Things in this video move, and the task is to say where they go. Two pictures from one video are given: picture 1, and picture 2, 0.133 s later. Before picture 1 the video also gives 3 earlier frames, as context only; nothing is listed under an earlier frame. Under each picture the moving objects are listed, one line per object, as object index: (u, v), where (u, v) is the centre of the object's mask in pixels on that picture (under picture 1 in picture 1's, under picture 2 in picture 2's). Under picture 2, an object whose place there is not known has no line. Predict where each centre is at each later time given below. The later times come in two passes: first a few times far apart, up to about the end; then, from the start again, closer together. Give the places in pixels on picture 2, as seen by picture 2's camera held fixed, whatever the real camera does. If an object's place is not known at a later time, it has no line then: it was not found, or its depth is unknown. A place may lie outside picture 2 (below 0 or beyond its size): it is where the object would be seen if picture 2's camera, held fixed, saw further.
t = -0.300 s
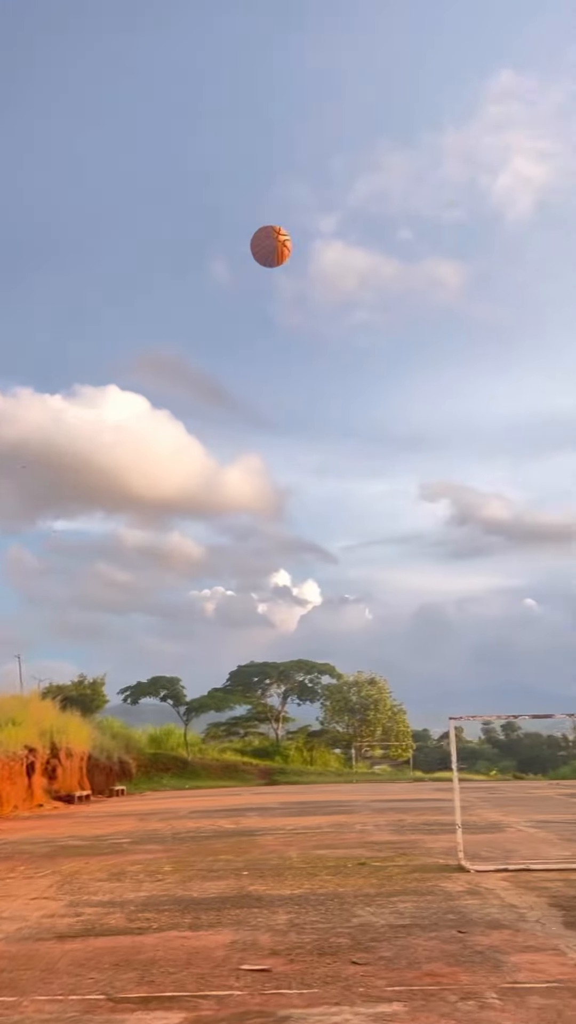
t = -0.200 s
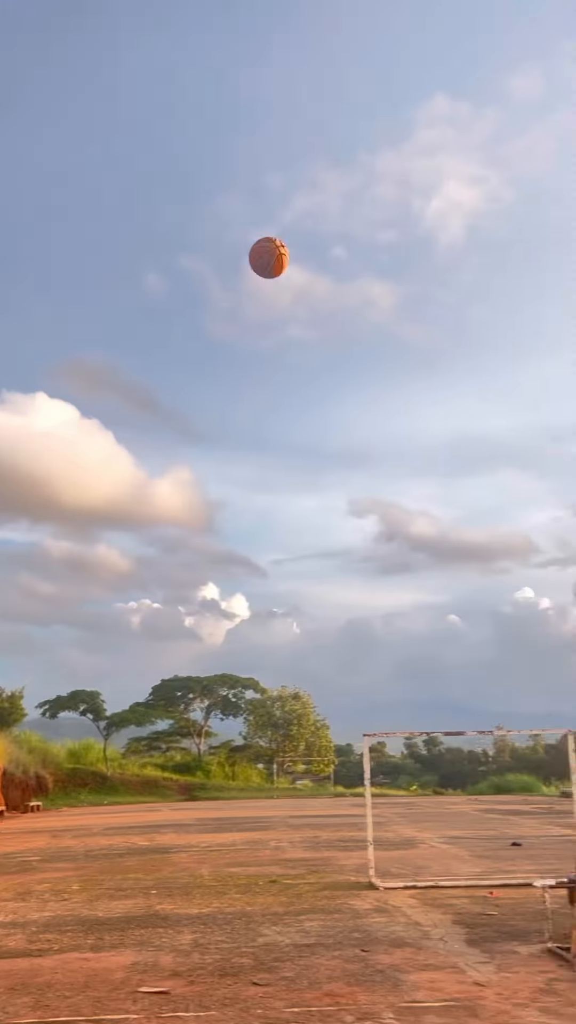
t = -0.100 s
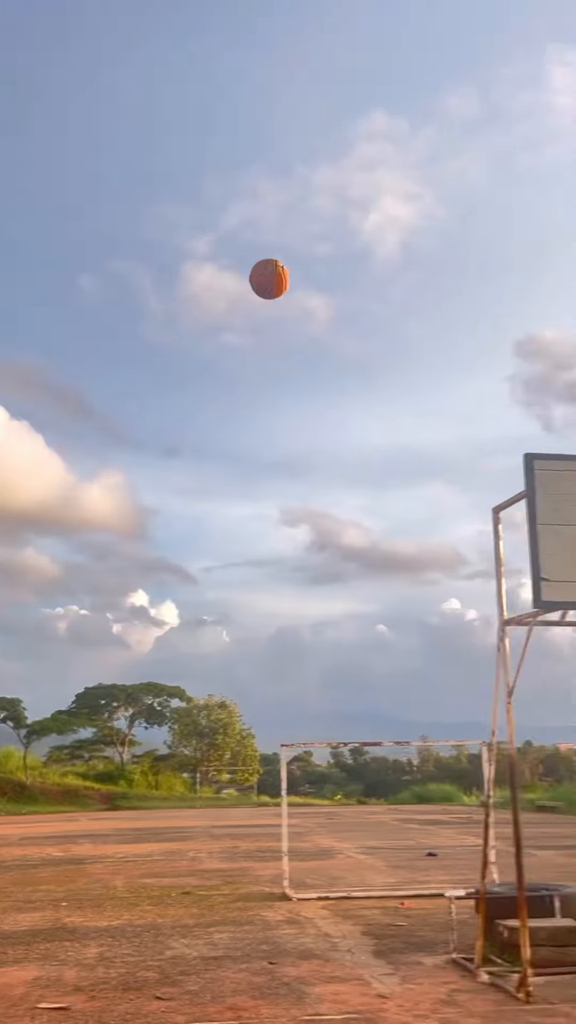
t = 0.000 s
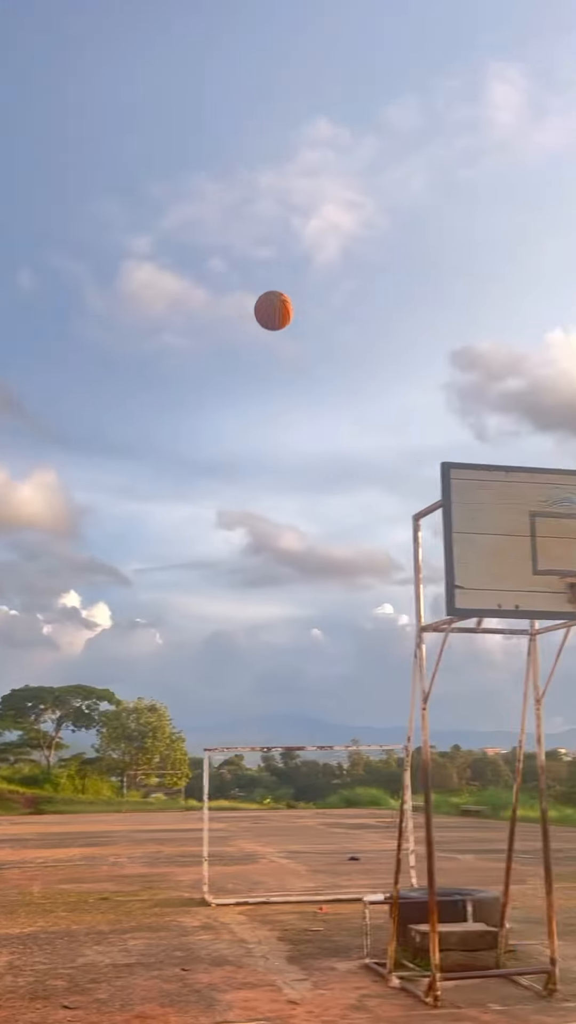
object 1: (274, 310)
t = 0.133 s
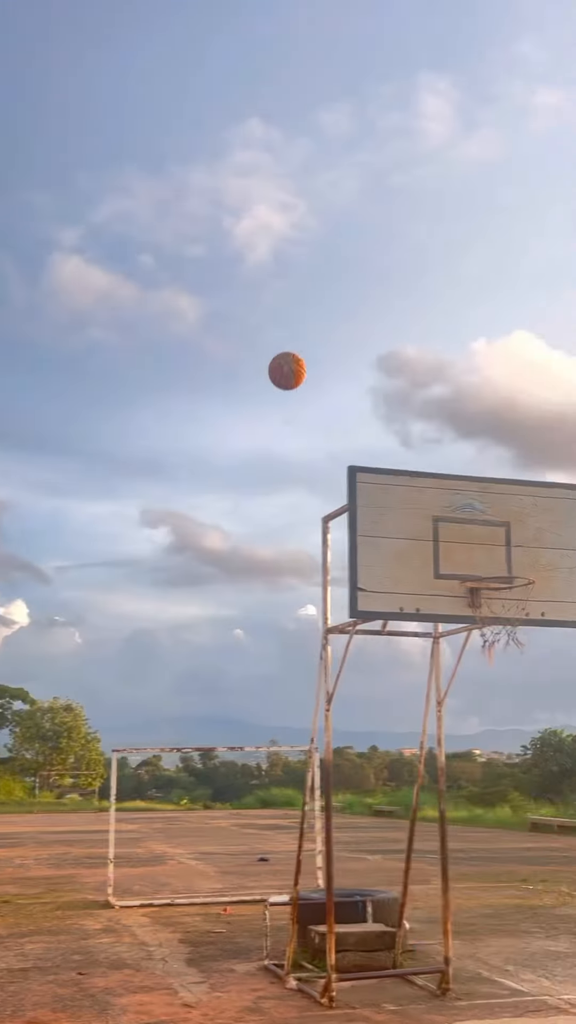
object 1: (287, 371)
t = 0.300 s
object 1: (405, 475)
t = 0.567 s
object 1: (472, 611)
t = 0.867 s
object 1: (452, 697)
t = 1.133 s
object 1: (449, 878)
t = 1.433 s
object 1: (451, 894)
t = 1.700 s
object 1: (453, 766)
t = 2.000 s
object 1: (468, 751)
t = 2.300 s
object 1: (493, 850)
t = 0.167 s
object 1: (310, 389)
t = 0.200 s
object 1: (333, 409)
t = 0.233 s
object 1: (357, 430)
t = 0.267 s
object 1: (381, 452)
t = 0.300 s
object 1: (405, 475)
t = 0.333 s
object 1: (428, 500)
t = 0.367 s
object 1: (452, 527)
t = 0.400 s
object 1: (475, 554)
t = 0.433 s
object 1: (498, 580)
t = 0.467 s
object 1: (491, 587)
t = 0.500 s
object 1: (484, 596)
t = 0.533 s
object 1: (478, 607)
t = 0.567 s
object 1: (472, 611)
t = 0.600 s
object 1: (467, 616)
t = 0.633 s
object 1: (465, 622)
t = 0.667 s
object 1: (462, 627)
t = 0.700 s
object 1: (461, 636)
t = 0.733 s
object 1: (458, 644)
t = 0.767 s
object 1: (456, 656)
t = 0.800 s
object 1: (454, 668)
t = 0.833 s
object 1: (453, 682)
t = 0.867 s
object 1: (452, 697)
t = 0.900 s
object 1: (451, 714)
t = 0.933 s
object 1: (450, 733)
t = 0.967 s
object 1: (449, 753)
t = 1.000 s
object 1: (447, 775)
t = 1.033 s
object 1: (448, 797)
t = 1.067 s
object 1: (447, 823)
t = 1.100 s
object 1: (448, 850)
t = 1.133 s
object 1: (449, 878)
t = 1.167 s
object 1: (449, 909)
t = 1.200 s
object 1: (449, 943)
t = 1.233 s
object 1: (449, 977)
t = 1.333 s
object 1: (450, 978)
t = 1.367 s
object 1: (451, 948)
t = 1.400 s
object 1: (451, 920)
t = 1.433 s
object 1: (451, 894)
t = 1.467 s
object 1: (451, 871)
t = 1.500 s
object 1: (451, 851)
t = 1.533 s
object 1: (452, 832)
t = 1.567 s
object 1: (452, 816)
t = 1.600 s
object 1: (453, 802)
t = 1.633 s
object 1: (454, 788)
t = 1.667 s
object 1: (446, 772)
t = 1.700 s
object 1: (453, 766)
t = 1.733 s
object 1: (454, 758)
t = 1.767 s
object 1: (455, 752)
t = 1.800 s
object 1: (457, 749)
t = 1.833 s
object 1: (459, 746)
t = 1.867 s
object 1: (461, 744)
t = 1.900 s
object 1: (463, 744)
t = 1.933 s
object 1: (465, 746)
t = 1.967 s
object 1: (467, 749)
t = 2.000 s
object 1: (468, 751)
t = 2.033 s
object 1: (465, 752)
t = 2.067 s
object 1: (467, 758)
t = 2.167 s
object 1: (475, 786)
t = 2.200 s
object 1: (479, 799)
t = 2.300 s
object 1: (493, 850)
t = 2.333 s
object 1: (496, 867)
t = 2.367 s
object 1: (502, 889)
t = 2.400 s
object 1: (510, 913)
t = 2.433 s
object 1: (518, 939)
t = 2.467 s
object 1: (522, 963)
